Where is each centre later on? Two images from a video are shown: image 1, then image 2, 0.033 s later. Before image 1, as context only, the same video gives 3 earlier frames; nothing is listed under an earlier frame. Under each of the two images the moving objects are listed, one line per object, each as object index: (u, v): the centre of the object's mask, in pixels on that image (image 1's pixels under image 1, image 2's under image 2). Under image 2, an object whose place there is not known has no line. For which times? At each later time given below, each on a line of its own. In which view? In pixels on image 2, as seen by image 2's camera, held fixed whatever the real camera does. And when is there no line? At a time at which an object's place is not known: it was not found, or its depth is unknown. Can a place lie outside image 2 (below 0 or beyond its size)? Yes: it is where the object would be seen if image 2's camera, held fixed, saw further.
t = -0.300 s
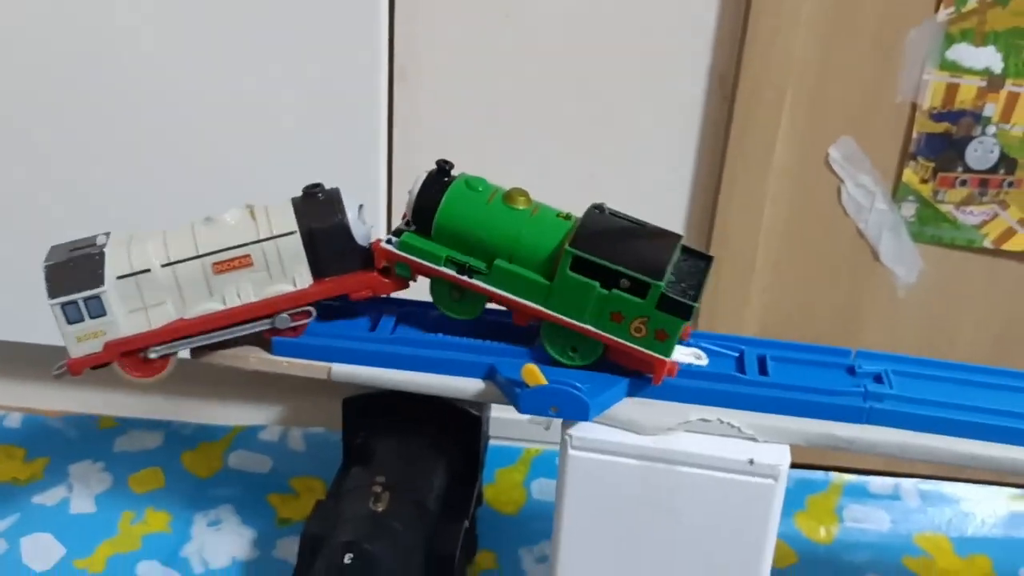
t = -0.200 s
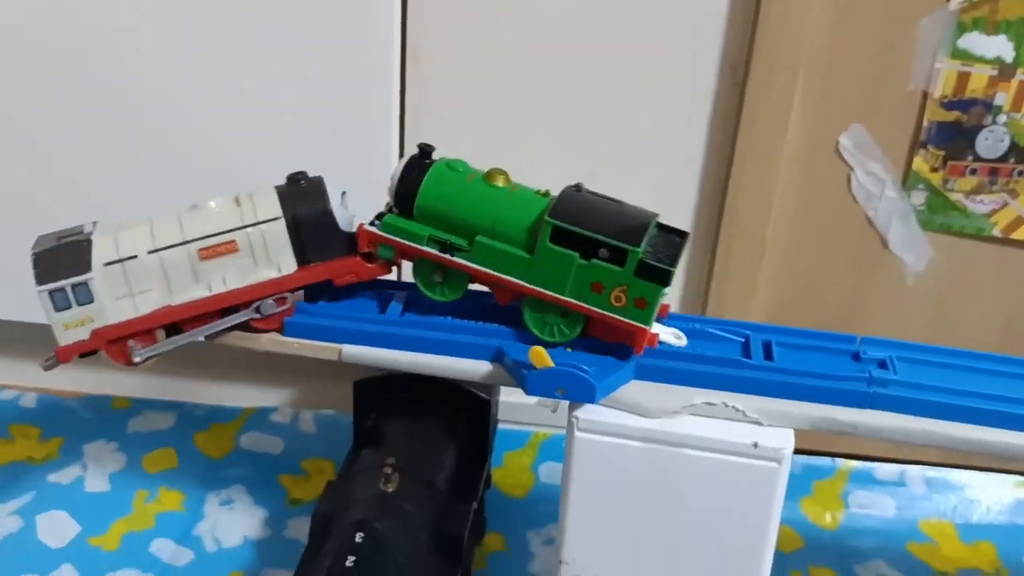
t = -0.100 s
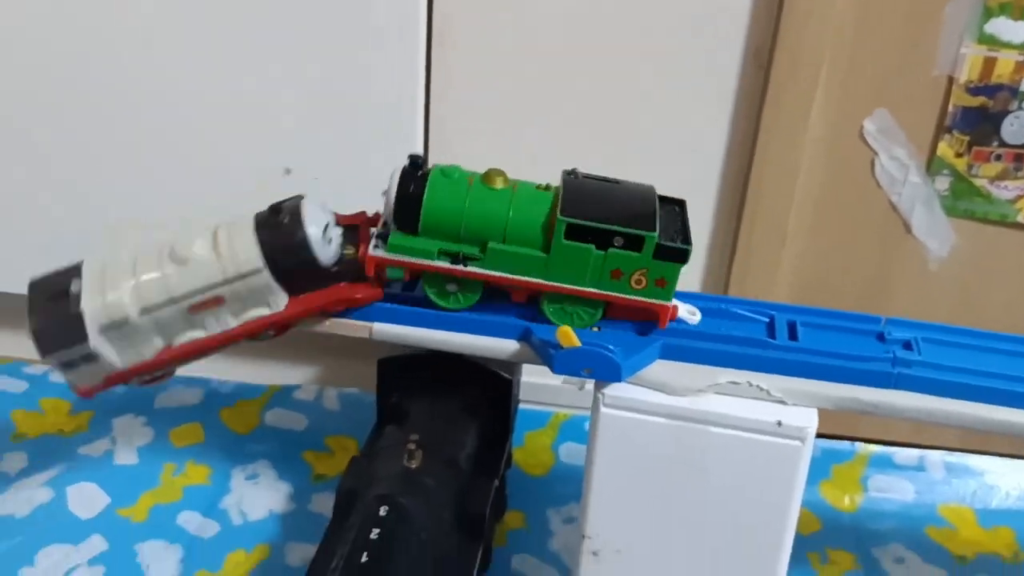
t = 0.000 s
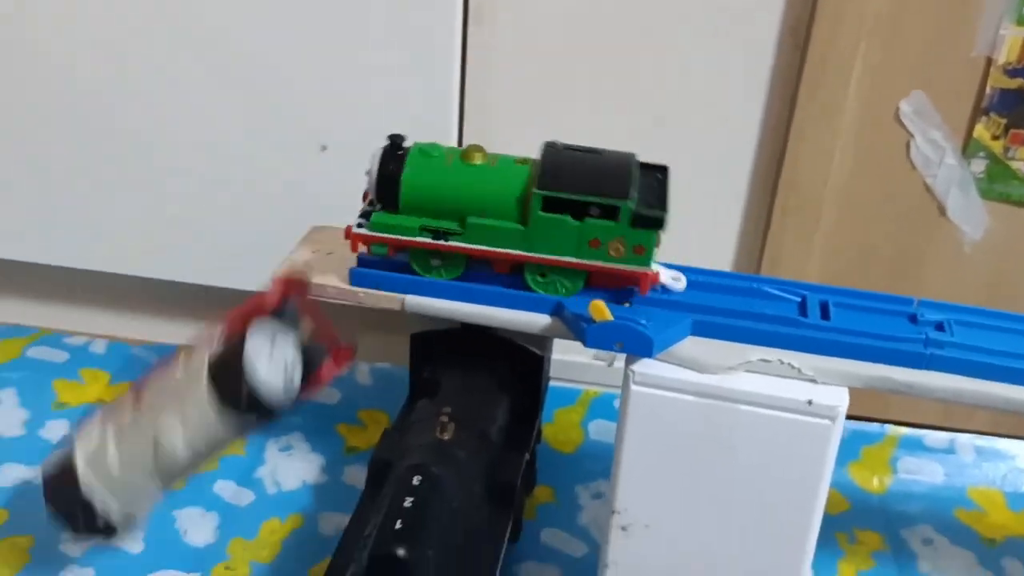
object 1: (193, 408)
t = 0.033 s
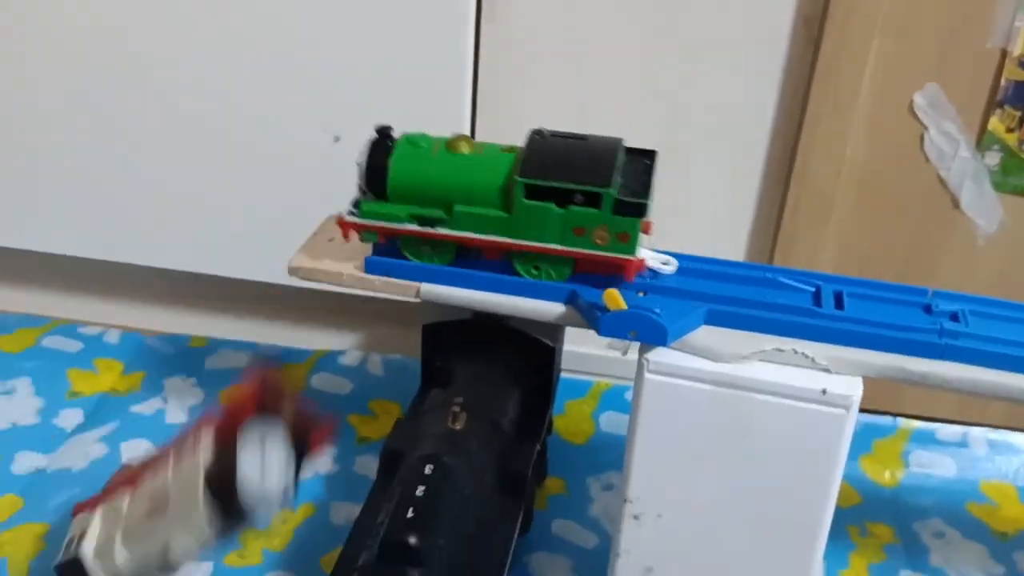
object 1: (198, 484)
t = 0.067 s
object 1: (151, 551)
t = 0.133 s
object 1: (112, 545)
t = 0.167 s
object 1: (101, 544)
